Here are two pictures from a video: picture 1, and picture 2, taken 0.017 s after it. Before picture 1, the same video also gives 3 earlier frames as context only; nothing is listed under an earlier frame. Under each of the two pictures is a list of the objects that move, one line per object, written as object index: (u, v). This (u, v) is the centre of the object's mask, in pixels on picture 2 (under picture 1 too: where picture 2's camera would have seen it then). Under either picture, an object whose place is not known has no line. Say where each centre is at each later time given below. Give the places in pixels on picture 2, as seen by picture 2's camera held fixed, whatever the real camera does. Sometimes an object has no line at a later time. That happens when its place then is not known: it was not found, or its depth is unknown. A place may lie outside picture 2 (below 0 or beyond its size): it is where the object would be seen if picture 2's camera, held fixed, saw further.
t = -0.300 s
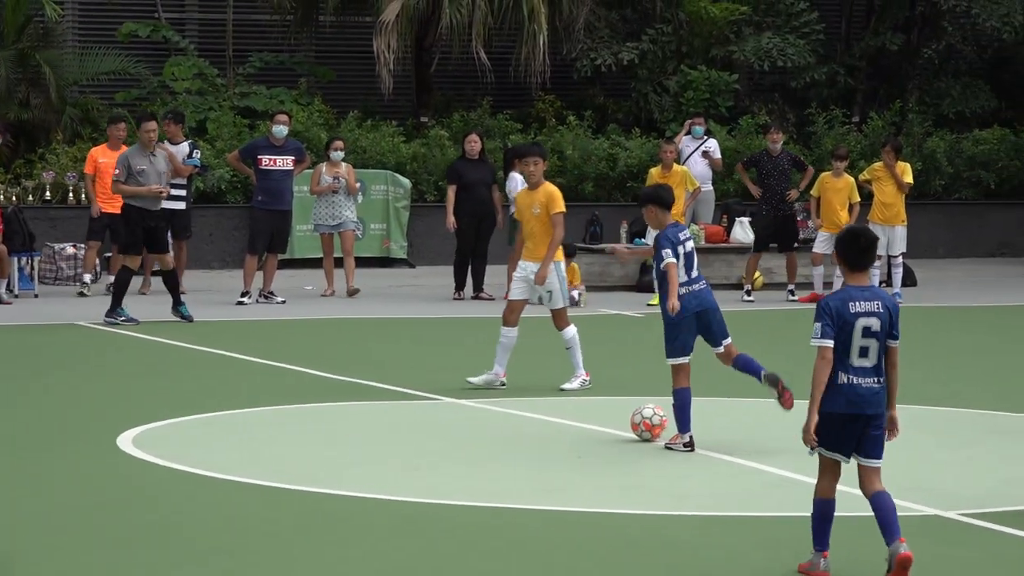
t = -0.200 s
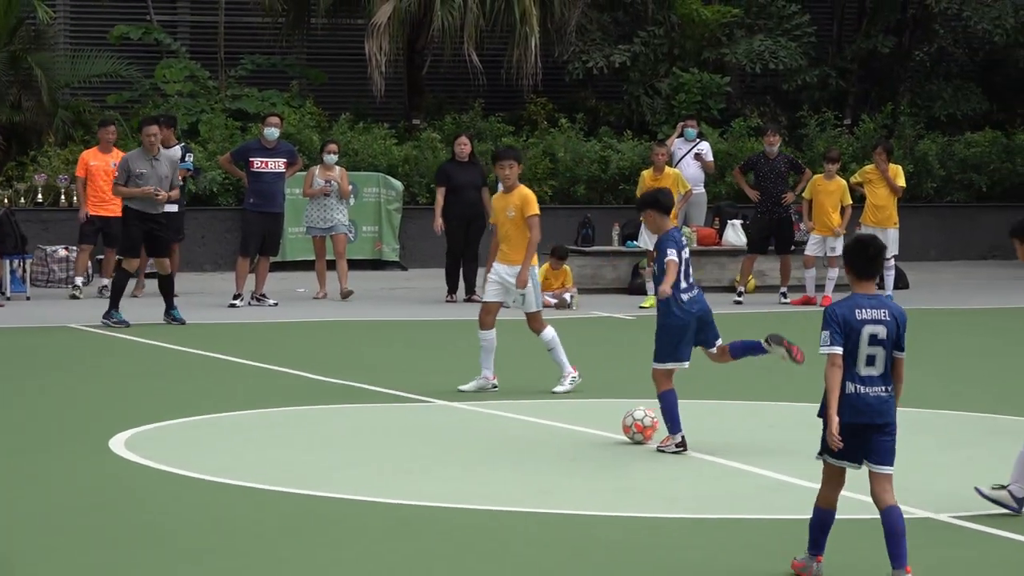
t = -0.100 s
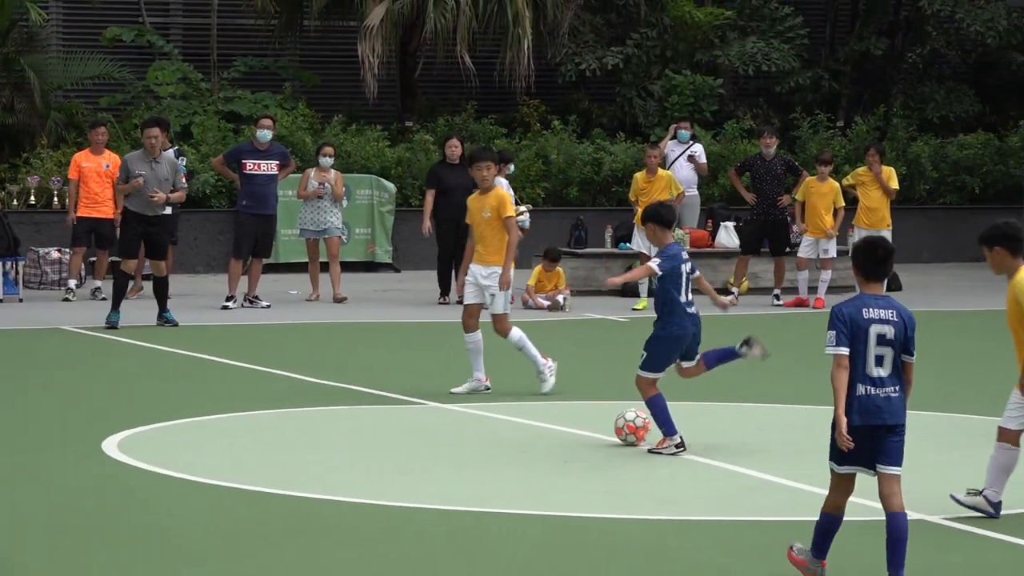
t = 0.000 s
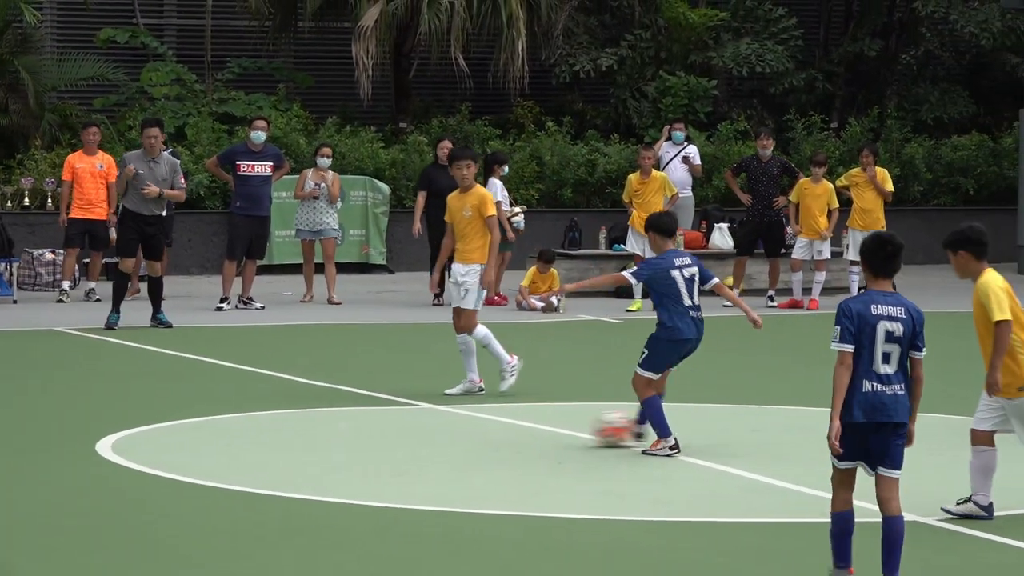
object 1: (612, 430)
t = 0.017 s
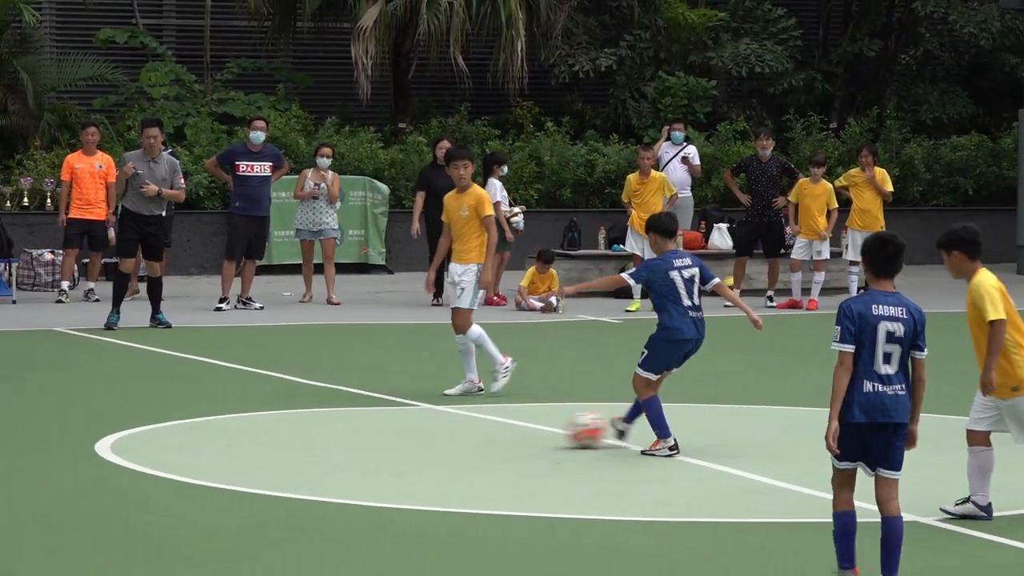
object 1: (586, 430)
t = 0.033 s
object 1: (560, 431)
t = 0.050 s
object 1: (535, 432)
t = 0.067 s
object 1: (509, 433)
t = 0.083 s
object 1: (485, 433)
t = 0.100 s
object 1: (460, 433)
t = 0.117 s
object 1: (435, 434)
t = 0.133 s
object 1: (411, 435)
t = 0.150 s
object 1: (387, 435)
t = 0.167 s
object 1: (363, 436)
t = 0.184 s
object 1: (336, 437)
